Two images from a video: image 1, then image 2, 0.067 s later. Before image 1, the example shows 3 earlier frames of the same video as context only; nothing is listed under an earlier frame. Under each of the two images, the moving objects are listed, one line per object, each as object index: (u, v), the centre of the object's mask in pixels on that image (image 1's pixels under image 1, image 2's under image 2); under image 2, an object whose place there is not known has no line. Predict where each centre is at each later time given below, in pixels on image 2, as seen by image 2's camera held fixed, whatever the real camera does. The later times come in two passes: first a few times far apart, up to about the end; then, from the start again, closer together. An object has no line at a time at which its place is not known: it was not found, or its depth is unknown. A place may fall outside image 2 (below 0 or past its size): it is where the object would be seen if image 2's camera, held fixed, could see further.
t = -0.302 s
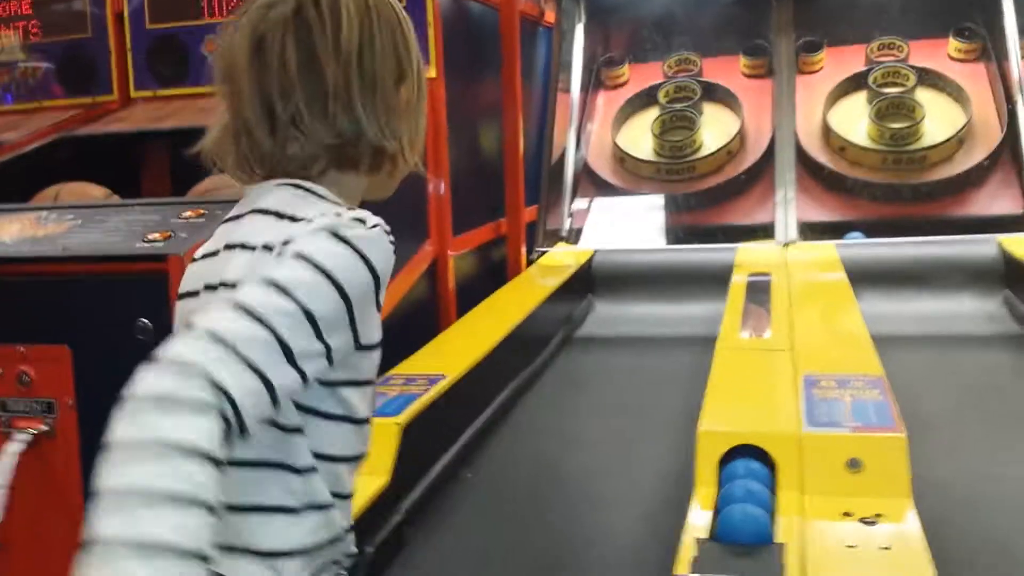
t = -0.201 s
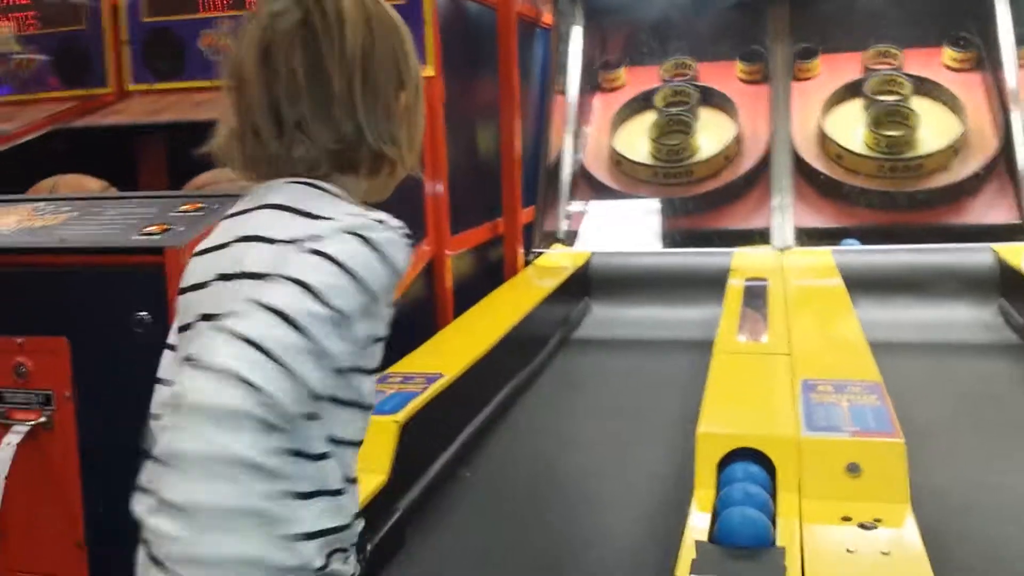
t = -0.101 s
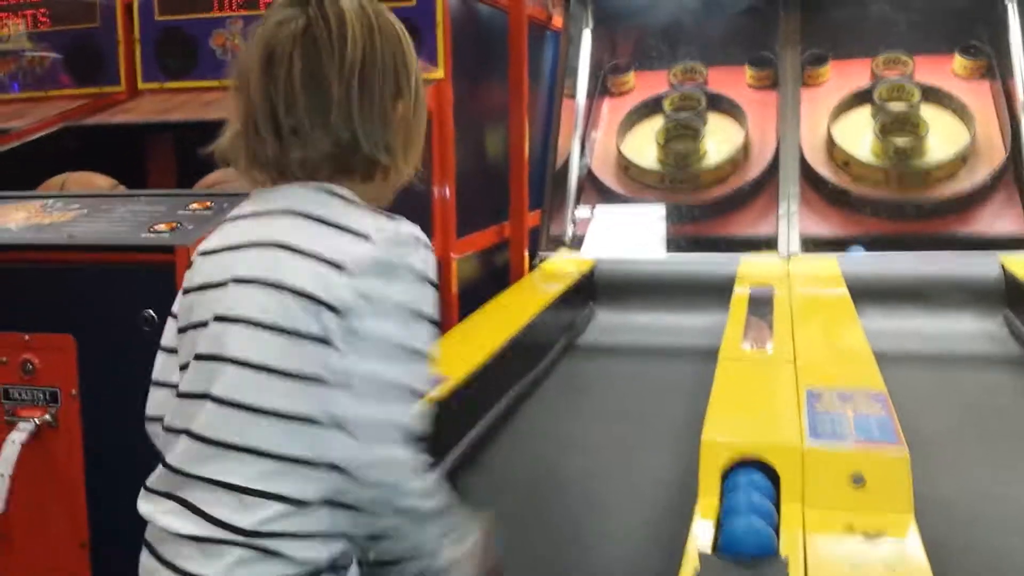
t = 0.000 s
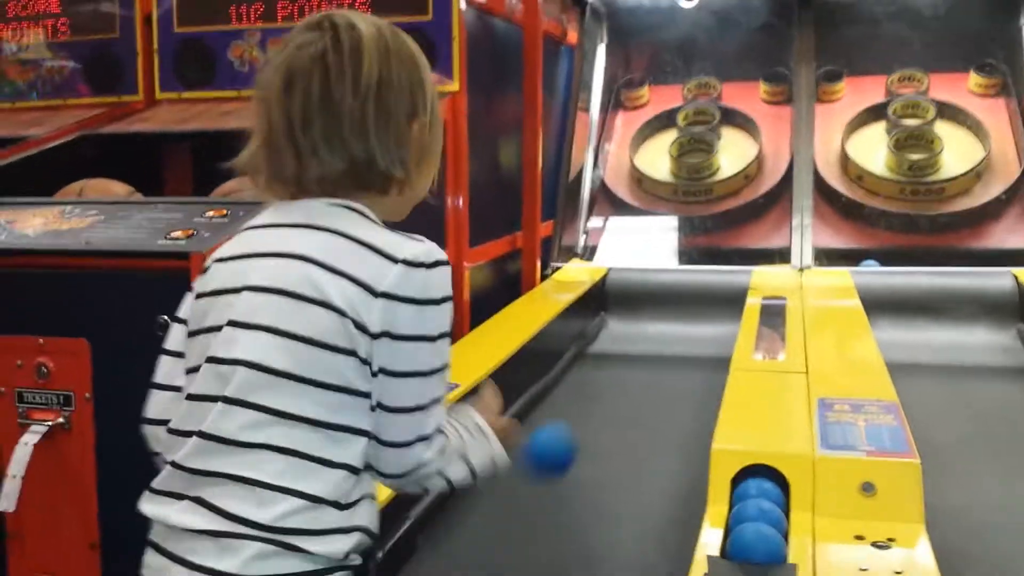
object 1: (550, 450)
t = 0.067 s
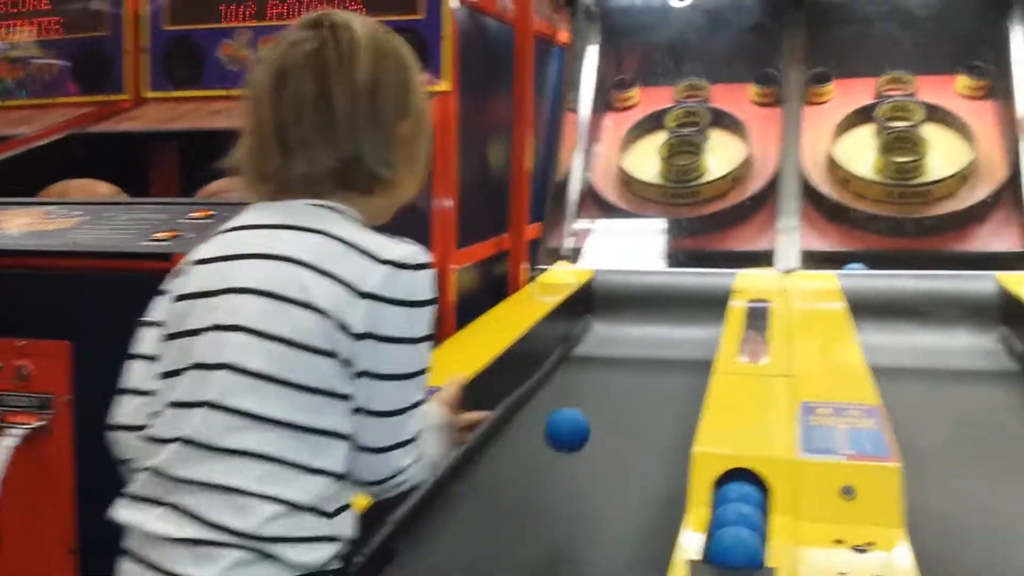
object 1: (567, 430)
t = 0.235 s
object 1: (619, 384)
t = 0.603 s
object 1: (655, 283)
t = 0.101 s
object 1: (582, 428)
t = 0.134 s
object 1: (594, 433)
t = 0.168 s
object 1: (604, 425)
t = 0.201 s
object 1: (611, 399)
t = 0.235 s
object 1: (619, 384)
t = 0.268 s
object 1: (626, 375)
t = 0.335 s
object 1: (636, 365)
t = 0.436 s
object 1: (650, 342)
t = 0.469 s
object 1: (653, 331)
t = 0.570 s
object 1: (657, 294)
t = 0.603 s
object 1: (655, 283)
